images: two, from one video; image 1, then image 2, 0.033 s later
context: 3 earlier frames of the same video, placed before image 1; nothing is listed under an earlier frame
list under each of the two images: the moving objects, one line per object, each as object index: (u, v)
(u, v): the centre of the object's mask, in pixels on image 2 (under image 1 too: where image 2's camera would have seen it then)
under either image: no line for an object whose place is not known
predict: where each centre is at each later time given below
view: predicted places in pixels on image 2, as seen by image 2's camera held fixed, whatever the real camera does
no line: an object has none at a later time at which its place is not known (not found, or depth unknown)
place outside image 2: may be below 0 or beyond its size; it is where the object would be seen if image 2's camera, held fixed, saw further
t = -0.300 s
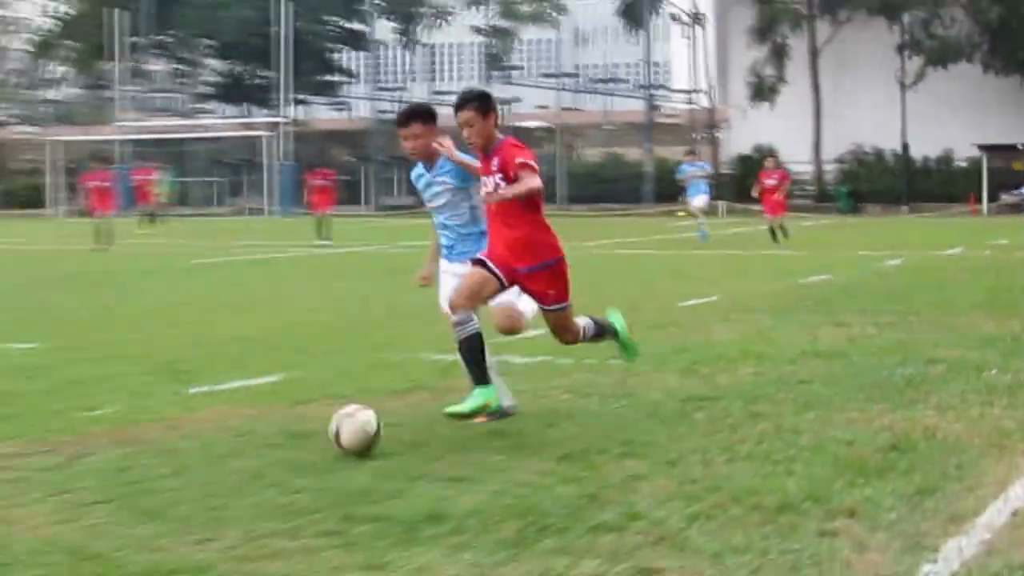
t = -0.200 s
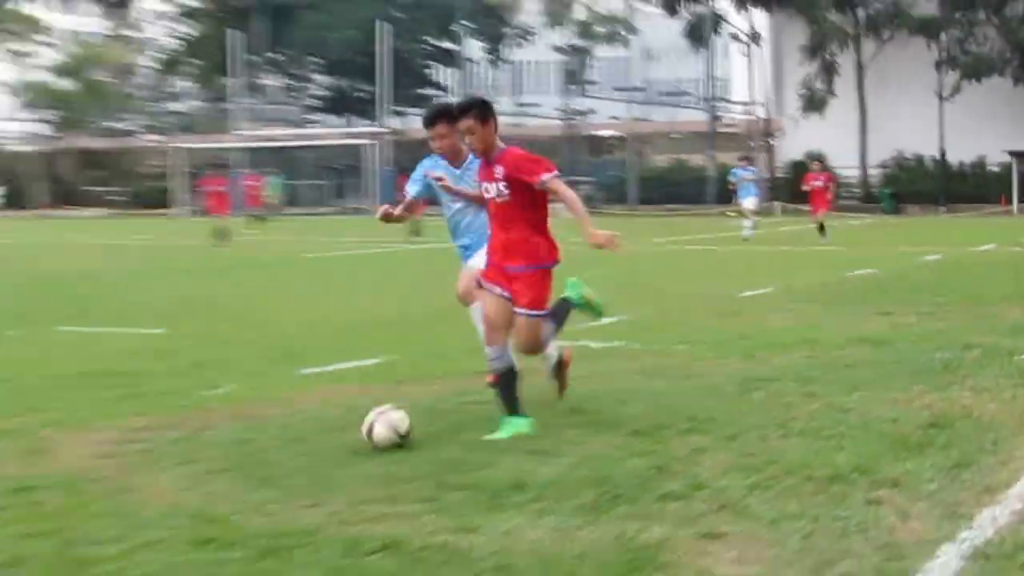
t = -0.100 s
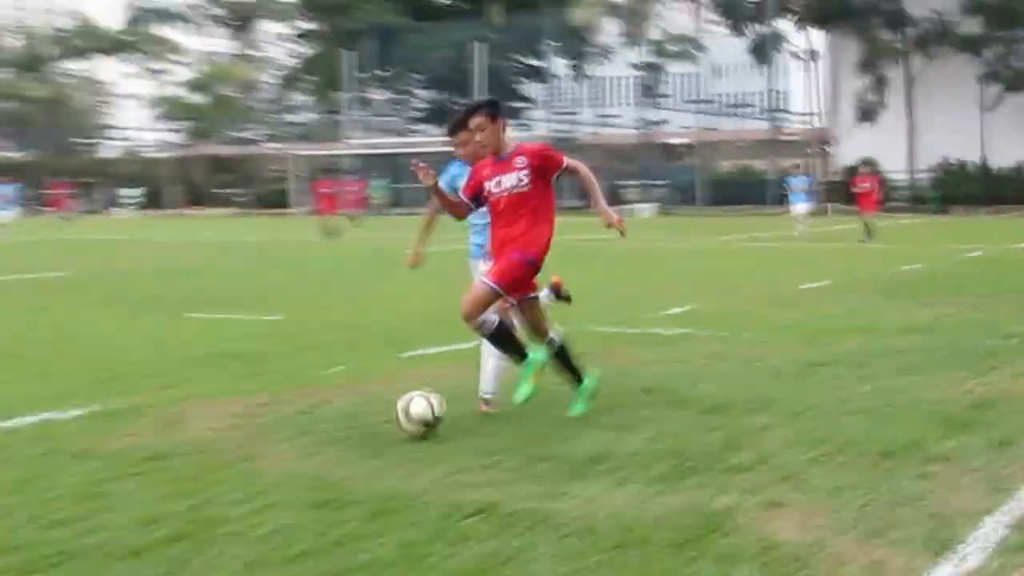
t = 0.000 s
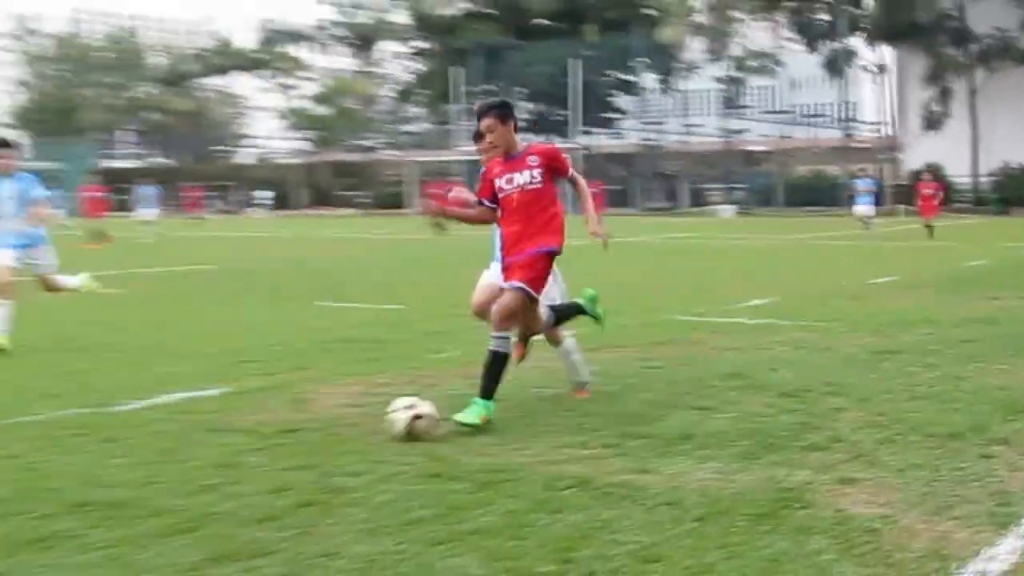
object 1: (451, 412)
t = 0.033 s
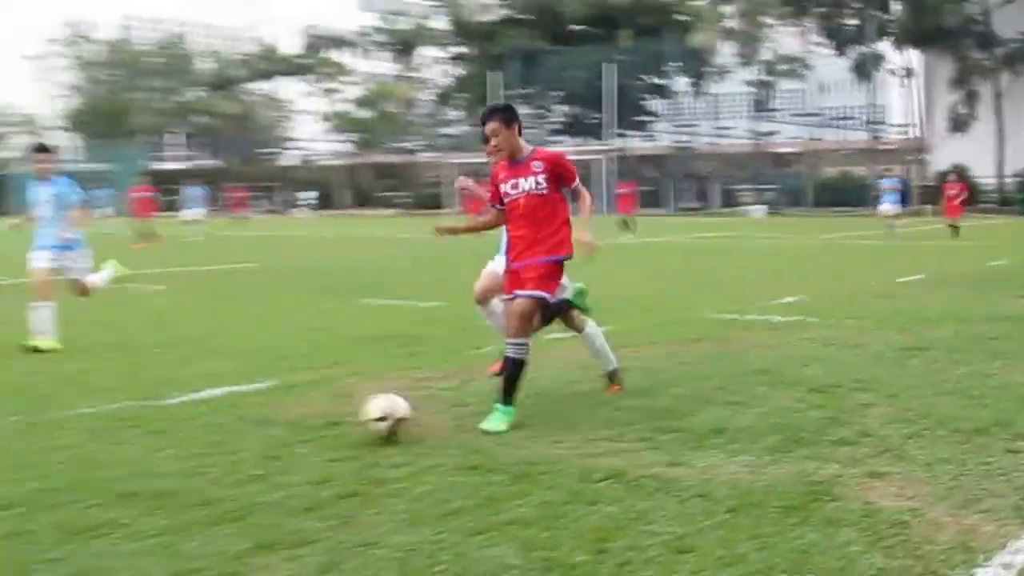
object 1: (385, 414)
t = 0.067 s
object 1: (313, 420)
